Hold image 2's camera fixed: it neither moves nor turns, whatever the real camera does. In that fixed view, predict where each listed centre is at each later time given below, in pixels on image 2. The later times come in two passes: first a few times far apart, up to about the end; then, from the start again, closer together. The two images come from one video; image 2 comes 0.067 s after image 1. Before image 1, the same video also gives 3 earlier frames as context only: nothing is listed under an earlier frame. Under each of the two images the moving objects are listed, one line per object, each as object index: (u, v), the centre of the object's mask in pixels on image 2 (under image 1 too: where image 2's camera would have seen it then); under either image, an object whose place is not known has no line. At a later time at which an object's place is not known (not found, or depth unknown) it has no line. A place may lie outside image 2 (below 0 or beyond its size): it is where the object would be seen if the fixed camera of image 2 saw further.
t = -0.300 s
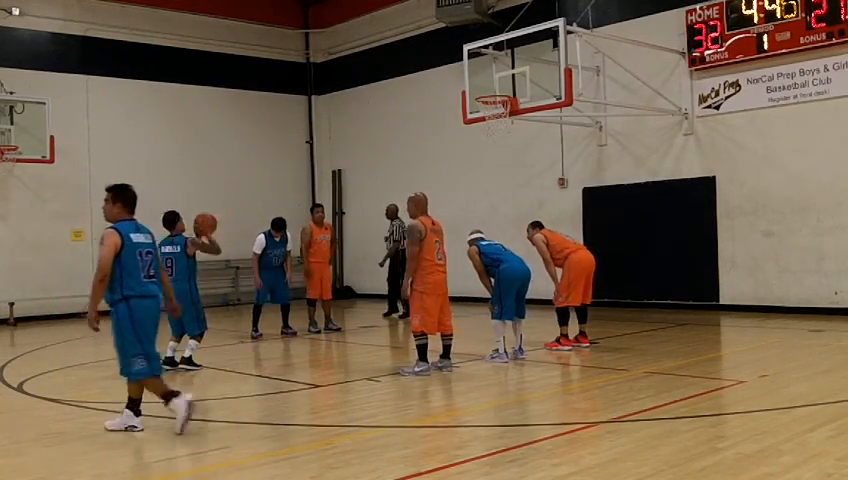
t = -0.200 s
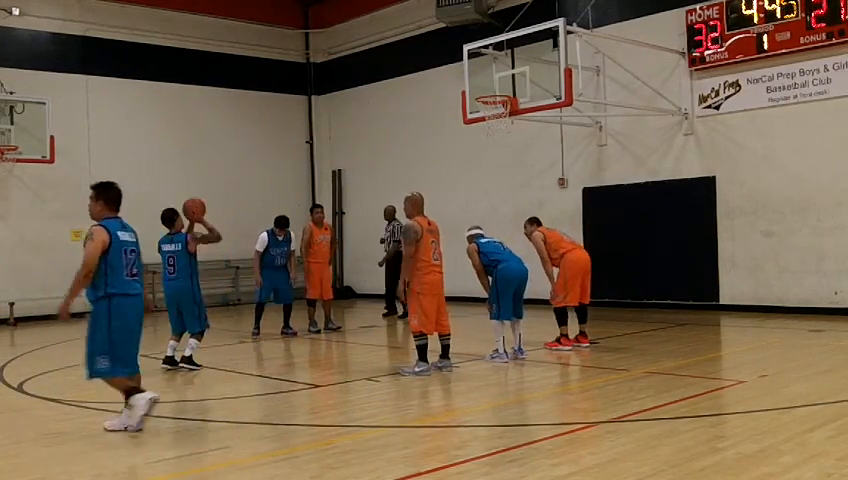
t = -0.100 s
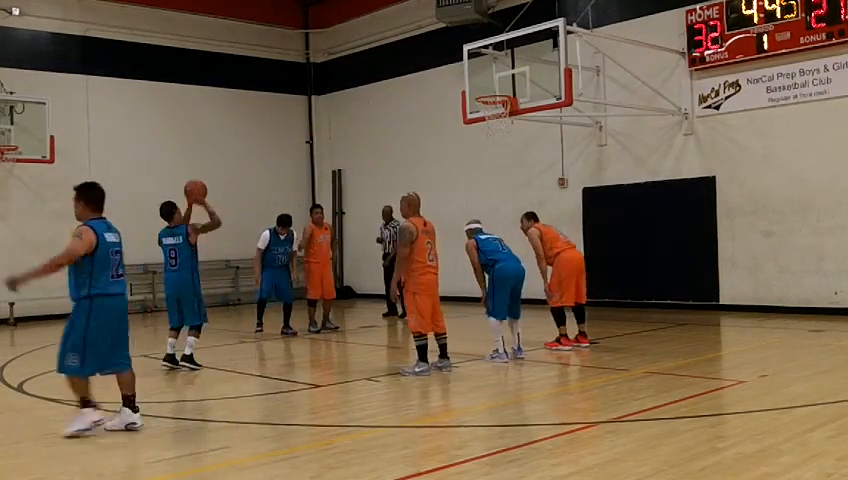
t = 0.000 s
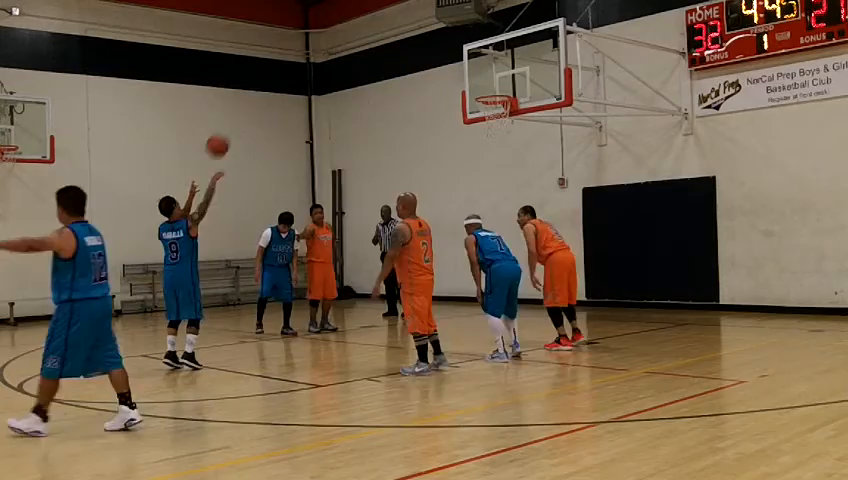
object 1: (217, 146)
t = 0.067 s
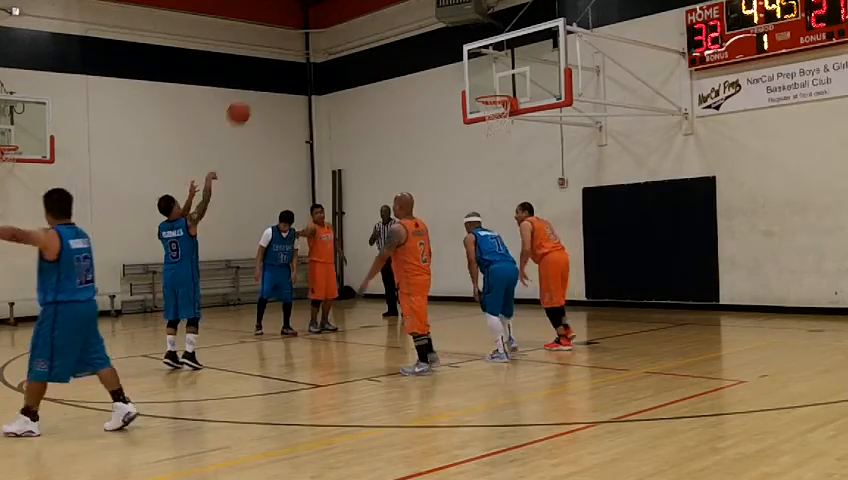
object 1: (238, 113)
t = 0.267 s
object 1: (297, 42)
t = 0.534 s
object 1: (367, 7)
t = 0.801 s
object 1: (431, 26)
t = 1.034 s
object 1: (482, 85)
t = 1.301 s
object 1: (523, 165)
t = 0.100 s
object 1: (249, 98)
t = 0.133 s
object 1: (259, 84)
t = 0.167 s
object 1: (269, 72)
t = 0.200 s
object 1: (278, 62)
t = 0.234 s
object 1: (288, 52)
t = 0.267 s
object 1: (297, 42)
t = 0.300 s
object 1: (307, 35)
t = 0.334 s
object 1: (316, 27)
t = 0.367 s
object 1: (325, 21)
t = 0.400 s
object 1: (333, 16)
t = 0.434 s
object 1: (341, 13)
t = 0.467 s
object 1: (350, 10)
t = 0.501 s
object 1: (359, 8)
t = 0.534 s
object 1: (367, 7)
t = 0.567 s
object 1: (375, 7)
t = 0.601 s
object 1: (383, 7)
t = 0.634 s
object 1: (392, 8)
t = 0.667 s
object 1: (400, 9)
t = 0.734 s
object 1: (416, 16)
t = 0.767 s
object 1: (423, 20)
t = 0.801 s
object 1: (431, 26)
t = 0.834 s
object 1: (439, 33)
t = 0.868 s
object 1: (445, 39)
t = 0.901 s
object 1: (453, 47)
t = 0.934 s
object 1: (460, 56)
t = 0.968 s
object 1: (468, 65)
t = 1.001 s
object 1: (475, 74)
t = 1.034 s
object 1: (482, 85)
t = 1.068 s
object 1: (489, 97)
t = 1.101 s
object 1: (494, 110)
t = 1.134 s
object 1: (503, 121)
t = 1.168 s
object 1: (507, 129)
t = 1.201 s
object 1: (511, 137)
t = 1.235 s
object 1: (515, 145)
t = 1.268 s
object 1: (519, 155)
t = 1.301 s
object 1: (523, 165)
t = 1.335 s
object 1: (527, 176)
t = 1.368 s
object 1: (531, 187)
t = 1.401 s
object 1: (535, 200)
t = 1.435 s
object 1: (539, 213)
